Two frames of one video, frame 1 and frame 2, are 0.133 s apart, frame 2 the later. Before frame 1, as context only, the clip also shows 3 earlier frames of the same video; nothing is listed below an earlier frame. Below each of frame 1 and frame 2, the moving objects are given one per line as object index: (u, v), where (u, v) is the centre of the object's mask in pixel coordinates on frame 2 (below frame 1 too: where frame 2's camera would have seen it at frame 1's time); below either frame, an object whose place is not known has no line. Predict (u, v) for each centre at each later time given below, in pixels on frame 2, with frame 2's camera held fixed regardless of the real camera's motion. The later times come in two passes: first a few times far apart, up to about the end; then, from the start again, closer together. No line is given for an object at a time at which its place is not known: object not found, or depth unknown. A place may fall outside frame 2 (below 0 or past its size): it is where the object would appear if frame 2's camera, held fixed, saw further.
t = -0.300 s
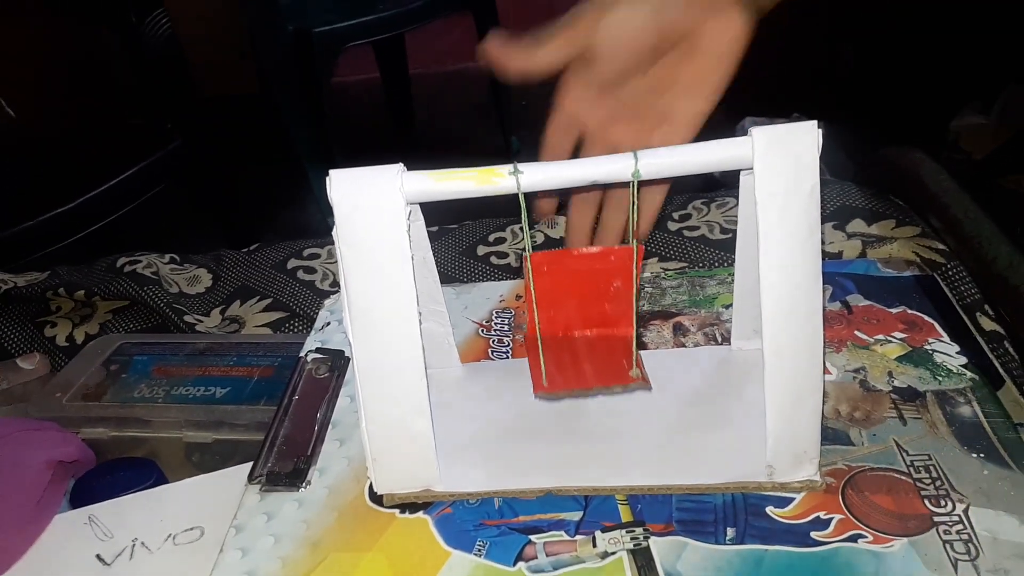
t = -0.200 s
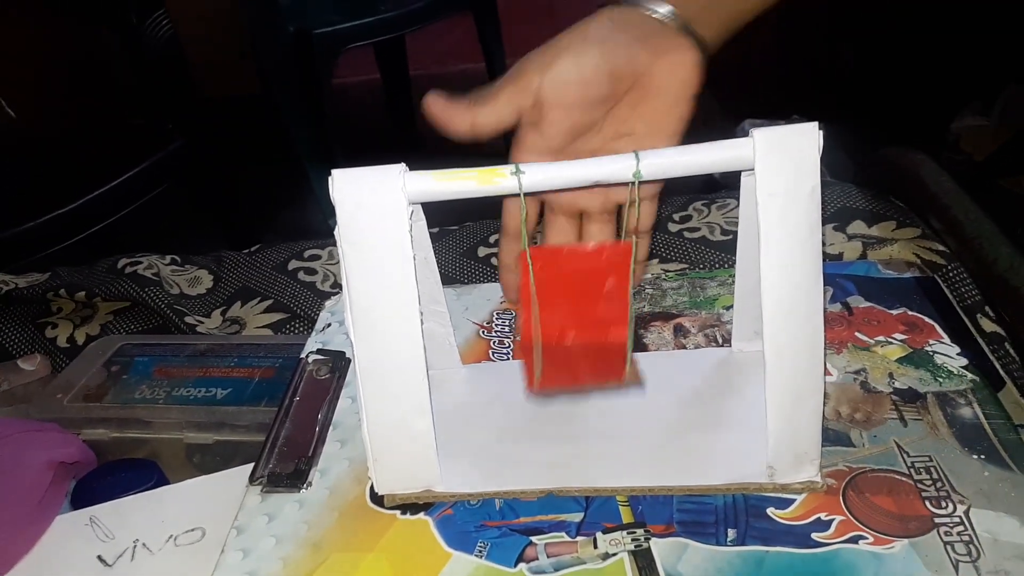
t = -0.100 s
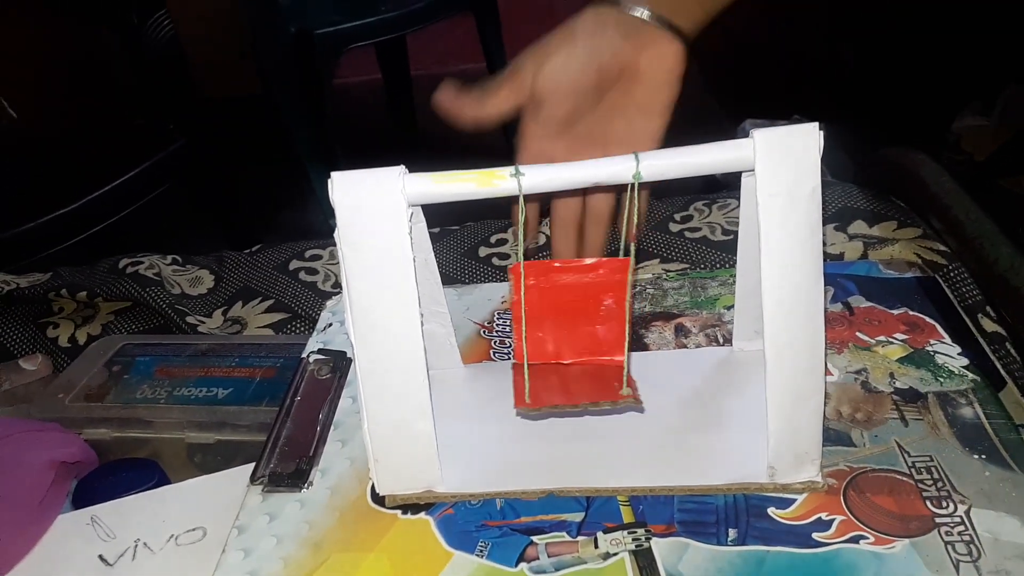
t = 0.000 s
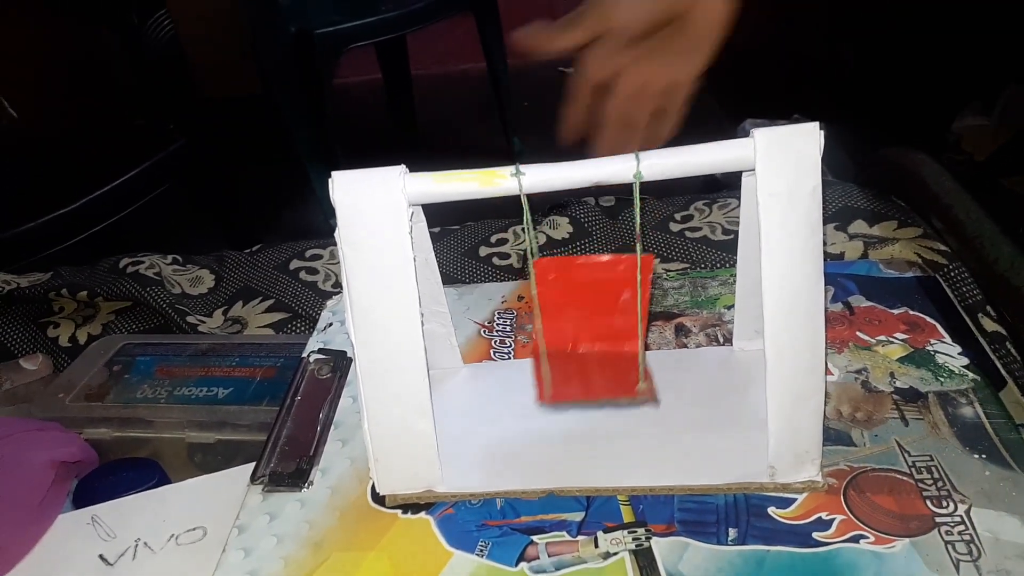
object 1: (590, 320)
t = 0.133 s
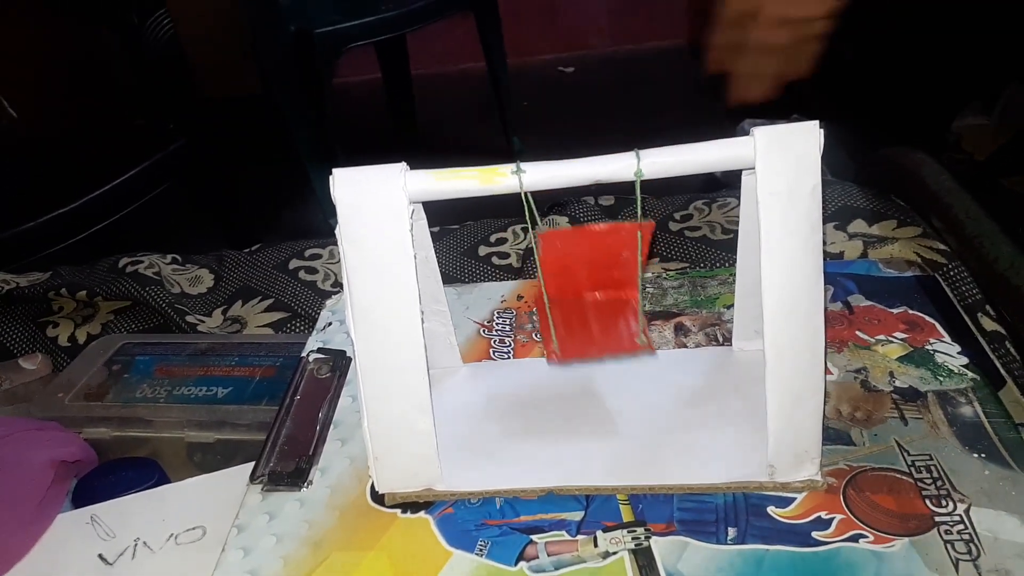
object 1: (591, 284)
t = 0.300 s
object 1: (578, 302)
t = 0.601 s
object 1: (585, 311)
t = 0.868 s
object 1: (590, 307)
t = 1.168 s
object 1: (580, 309)
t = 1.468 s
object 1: (583, 314)
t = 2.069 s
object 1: (582, 314)
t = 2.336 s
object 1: (584, 304)
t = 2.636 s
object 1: (589, 310)
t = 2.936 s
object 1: (585, 313)
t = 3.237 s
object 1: (586, 311)
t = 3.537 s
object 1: (587, 304)
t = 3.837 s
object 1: (587, 309)
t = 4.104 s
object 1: (587, 307)
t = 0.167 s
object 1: (588, 281)
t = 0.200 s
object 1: (585, 281)
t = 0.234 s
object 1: (581, 286)
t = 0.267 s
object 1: (579, 294)
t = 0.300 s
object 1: (578, 302)
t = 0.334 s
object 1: (579, 311)
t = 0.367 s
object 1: (582, 318)
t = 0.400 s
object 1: (585, 323)
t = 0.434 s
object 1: (589, 325)
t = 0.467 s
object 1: (592, 324)
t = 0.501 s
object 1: (593, 323)
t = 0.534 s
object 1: (592, 321)
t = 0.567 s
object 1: (589, 317)
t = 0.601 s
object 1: (585, 311)
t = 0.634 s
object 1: (582, 303)
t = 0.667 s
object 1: (579, 296)
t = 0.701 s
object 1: (578, 290)
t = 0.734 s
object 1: (579, 288)
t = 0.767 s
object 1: (581, 290)
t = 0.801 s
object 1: (584, 294)
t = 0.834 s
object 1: (587, 300)
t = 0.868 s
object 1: (590, 307)
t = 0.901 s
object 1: (593, 313)
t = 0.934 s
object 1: (593, 318)
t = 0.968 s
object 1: (592, 322)
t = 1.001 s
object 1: (589, 324)
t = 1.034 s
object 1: (586, 324)
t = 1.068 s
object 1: (583, 322)
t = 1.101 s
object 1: (581, 319)
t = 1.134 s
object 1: (580, 315)
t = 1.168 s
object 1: (580, 309)
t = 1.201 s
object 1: (582, 303)
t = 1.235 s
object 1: (585, 298)
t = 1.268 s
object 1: (587, 296)
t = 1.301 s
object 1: (589, 296)
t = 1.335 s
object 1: (591, 299)
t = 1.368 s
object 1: (590, 303)
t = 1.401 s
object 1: (588, 307)
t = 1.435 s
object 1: (585, 311)
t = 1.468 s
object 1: (583, 314)
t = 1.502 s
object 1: (580, 316)
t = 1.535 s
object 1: (578, 318)
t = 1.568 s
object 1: (577, 319)
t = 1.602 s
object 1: (578, 318)
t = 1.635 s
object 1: (581, 315)
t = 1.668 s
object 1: (583, 311)
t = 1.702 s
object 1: (587, 307)
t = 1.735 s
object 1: (590, 303)
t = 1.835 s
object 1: (590, 298)
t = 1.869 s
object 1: (588, 300)
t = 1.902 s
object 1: (585, 301)
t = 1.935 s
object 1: (583, 305)
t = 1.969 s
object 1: (581, 308)
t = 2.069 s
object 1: (582, 314)
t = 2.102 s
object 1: (585, 314)
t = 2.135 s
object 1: (587, 313)
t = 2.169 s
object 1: (590, 313)
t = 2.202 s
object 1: (591, 311)
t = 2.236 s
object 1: (591, 310)
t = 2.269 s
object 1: (590, 308)
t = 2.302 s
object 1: (587, 306)
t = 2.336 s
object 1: (584, 304)
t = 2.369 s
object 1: (582, 303)
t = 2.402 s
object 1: (581, 302)
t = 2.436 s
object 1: (580, 303)
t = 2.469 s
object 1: (580, 304)
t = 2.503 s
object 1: (582, 305)
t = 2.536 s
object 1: (584, 307)
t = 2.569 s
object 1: (586, 308)
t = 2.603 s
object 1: (588, 309)
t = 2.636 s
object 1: (589, 310)
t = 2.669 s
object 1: (589, 310)
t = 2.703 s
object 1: (589, 310)
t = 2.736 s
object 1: (588, 310)
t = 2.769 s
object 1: (586, 310)
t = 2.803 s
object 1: (585, 311)
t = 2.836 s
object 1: (584, 311)
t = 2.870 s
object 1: (584, 312)
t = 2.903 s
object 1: (585, 313)
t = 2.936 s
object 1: (585, 313)
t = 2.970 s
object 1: (587, 313)
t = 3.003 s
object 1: (588, 313)
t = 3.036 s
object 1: (588, 312)
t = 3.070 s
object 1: (588, 312)
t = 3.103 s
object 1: (588, 311)
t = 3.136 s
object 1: (588, 310)
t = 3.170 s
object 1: (588, 310)
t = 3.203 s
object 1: (587, 311)
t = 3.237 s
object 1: (586, 311)
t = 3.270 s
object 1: (586, 311)
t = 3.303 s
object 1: (586, 311)
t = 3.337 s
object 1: (586, 311)
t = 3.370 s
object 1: (586, 311)
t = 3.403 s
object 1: (586, 310)
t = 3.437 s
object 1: (587, 309)
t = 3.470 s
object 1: (588, 307)
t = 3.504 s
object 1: (588, 306)
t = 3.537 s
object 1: (587, 304)
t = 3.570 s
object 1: (587, 303)
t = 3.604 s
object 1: (586, 302)
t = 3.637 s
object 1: (585, 302)
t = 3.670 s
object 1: (584, 302)
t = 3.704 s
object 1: (584, 303)
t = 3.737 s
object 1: (584, 305)
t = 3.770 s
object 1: (585, 307)
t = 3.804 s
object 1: (586, 307)
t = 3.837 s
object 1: (587, 309)
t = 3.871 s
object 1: (587, 309)
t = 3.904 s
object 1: (588, 309)
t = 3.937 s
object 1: (588, 309)
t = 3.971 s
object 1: (588, 308)
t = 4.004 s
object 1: (588, 307)
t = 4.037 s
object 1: (588, 307)
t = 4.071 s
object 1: (588, 307)
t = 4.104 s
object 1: (587, 307)
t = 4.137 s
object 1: (587, 308)
